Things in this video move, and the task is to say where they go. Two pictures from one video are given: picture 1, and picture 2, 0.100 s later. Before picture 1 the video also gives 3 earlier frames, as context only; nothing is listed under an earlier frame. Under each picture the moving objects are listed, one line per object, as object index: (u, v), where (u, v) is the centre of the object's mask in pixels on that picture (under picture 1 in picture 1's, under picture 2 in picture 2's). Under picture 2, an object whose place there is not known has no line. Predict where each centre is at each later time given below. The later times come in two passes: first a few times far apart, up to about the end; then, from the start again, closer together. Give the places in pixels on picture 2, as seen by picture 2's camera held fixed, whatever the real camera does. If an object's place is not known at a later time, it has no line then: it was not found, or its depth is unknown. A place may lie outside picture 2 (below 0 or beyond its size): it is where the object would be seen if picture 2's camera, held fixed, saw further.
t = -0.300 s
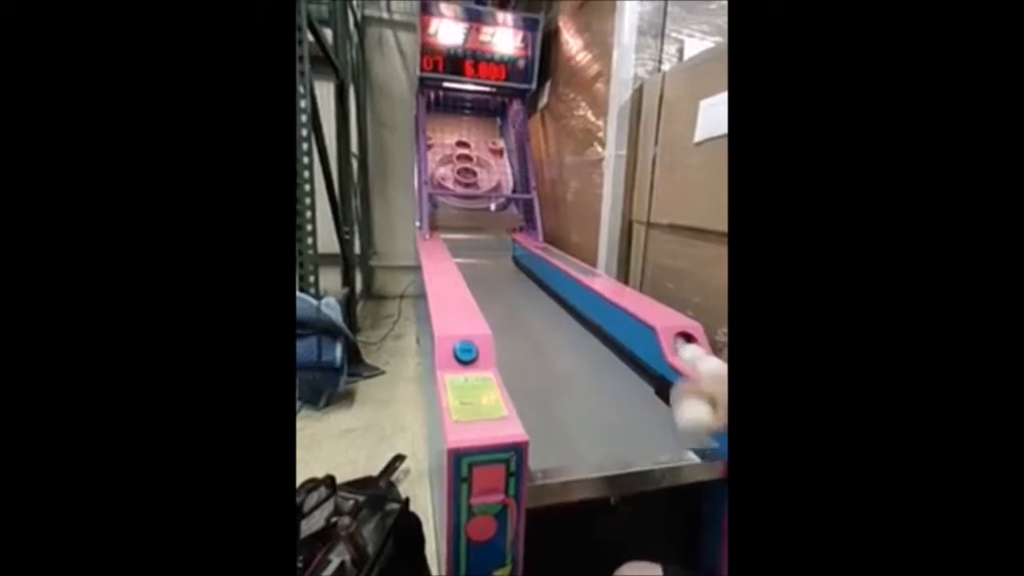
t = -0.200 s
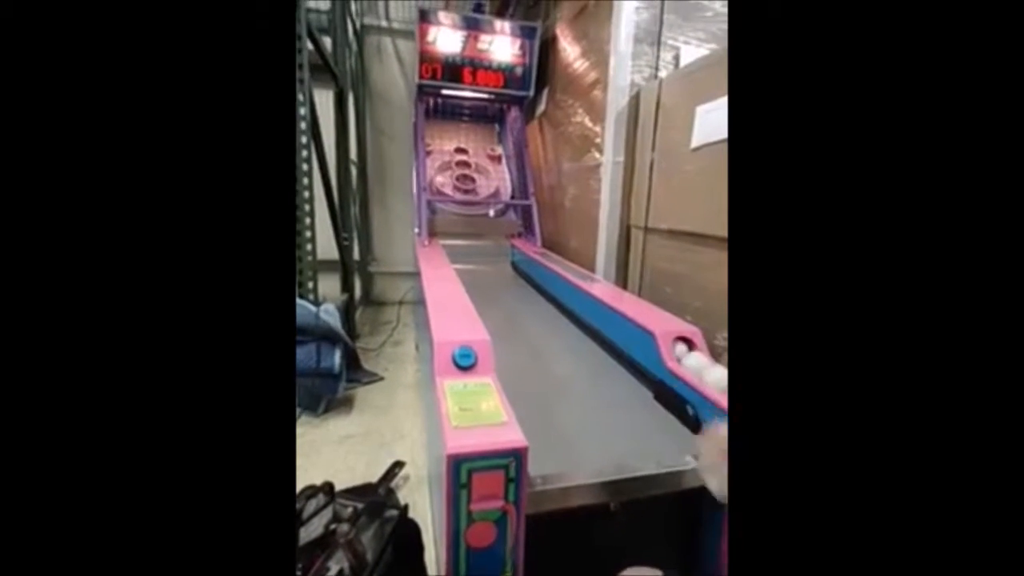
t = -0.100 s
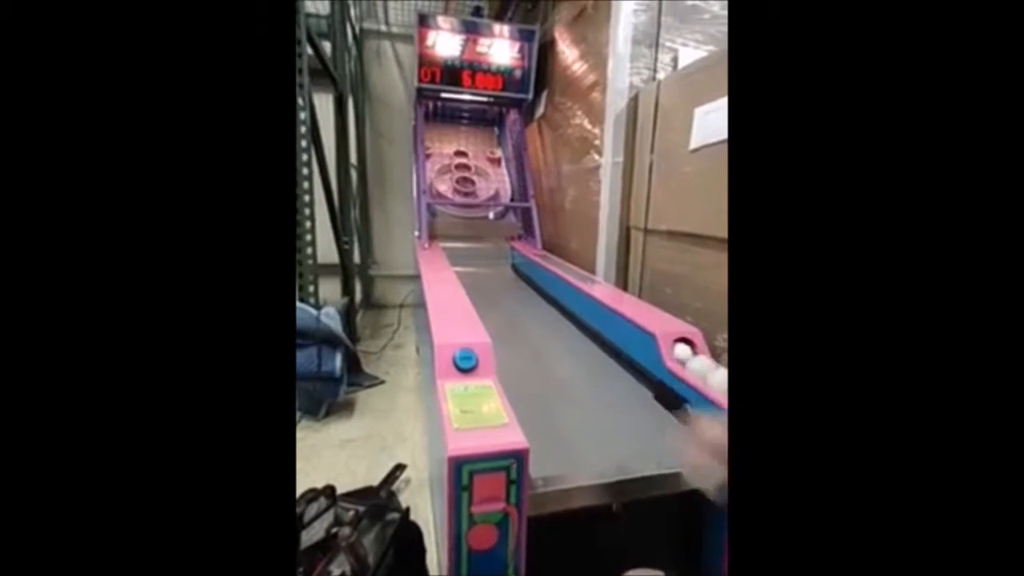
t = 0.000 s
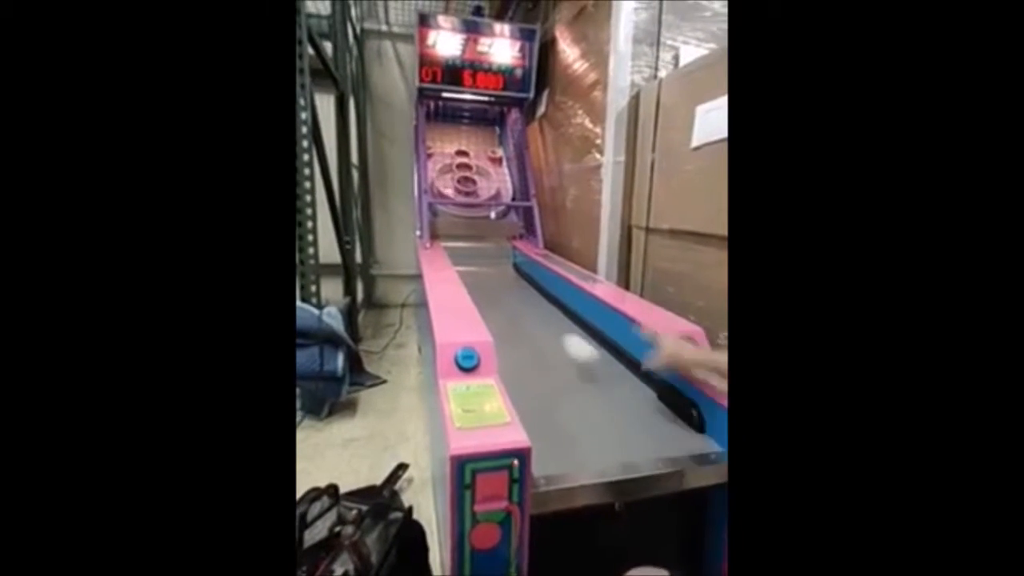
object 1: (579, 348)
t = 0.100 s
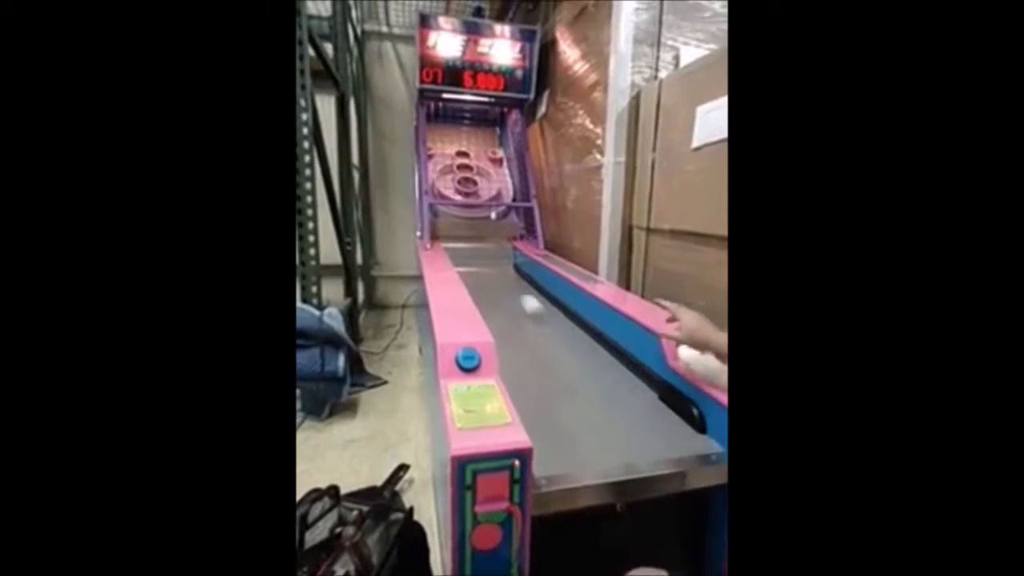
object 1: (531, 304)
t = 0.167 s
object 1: (513, 286)
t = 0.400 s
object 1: (493, 214)
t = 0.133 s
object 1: (521, 295)
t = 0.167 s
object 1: (513, 286)
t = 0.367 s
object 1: (490, 220)
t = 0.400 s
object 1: (493, 214)
